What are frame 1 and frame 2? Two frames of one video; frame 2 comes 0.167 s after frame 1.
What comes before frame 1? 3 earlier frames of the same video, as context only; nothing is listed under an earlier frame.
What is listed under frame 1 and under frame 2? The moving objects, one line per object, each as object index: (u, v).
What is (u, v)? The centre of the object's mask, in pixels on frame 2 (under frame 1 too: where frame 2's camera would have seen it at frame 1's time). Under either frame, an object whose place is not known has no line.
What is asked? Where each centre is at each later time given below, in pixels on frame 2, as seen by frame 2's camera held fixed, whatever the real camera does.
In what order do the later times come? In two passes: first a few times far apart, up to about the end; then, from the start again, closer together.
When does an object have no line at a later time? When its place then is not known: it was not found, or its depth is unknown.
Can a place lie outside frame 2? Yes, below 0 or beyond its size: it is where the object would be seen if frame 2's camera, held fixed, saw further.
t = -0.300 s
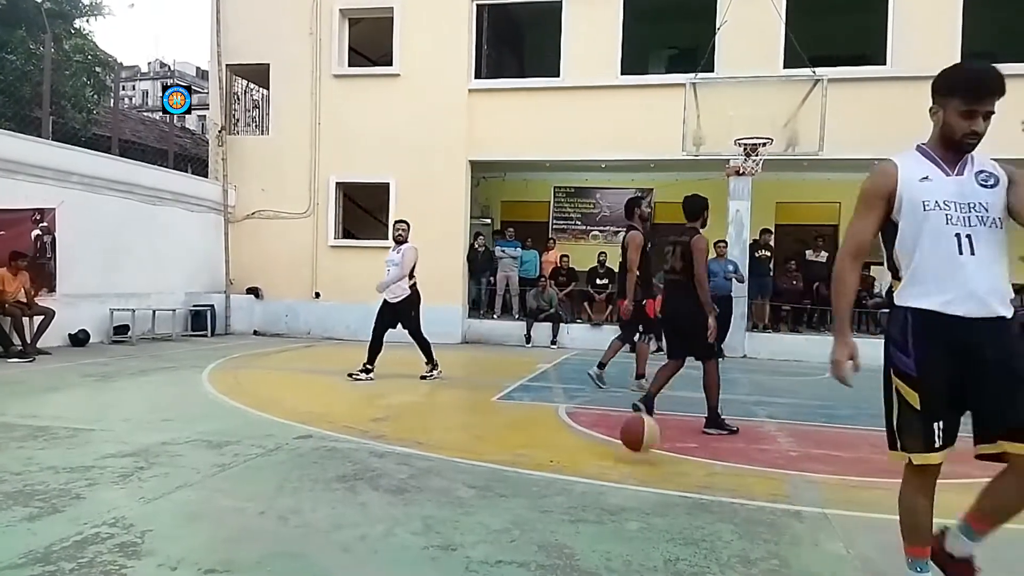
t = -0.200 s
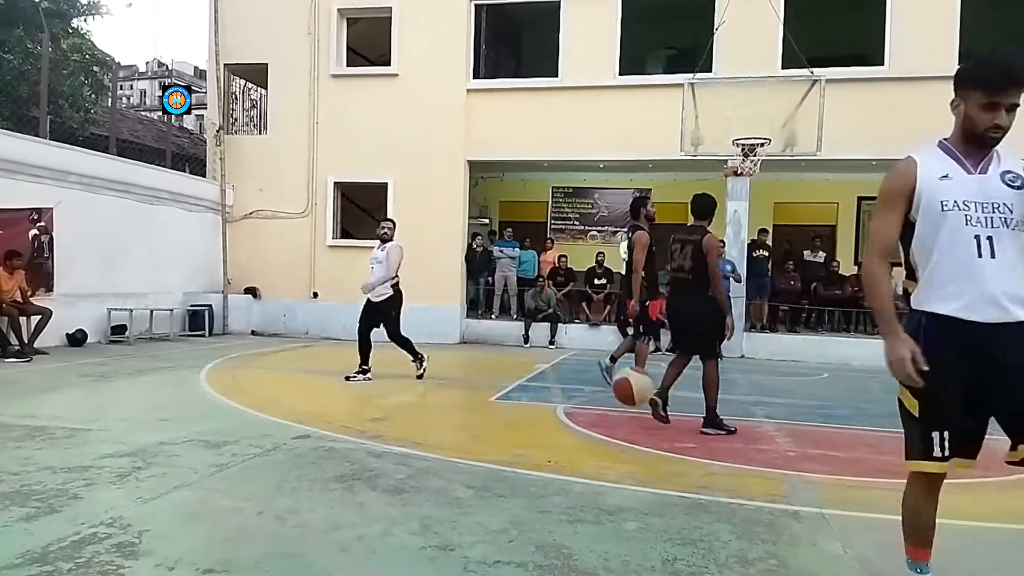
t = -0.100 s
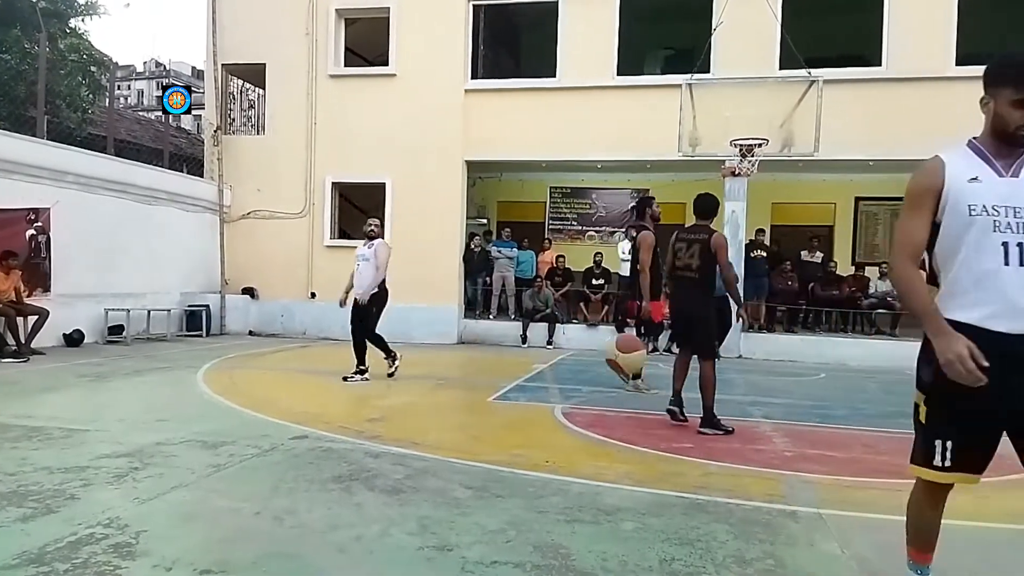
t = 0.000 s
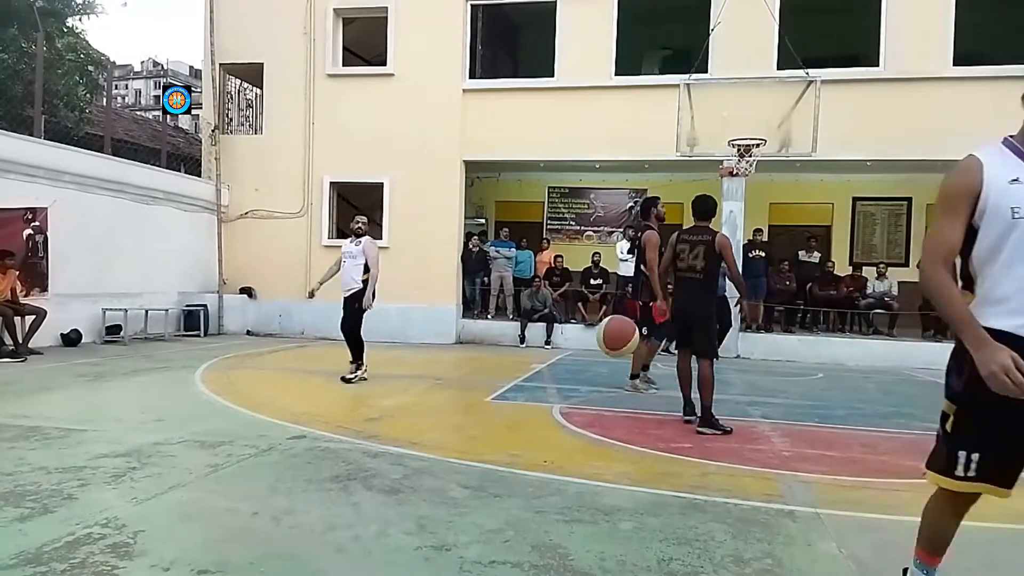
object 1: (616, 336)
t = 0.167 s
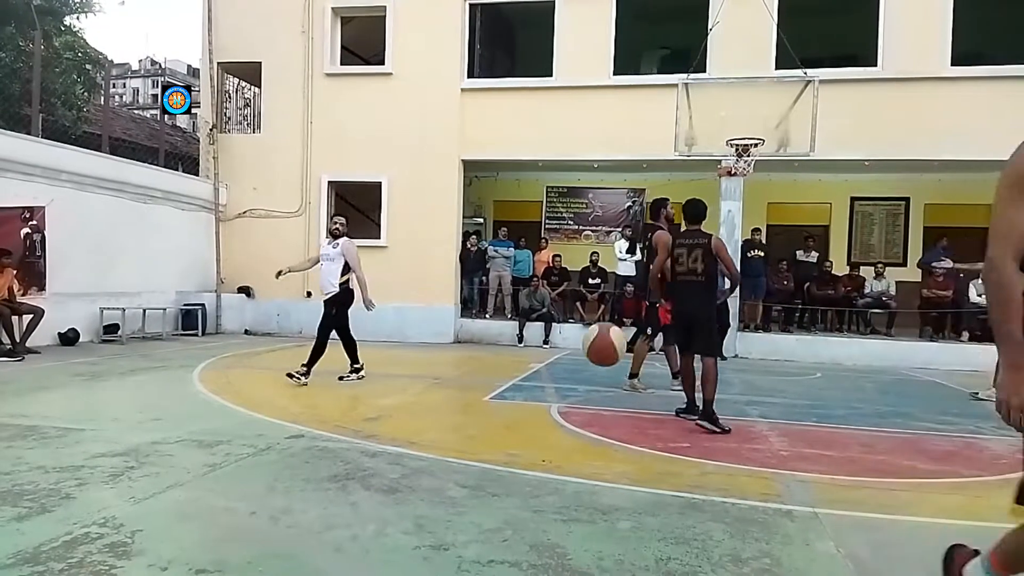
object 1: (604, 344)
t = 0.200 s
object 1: (602, 353)
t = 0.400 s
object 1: (584, 447)
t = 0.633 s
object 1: (567, 391)
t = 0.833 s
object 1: (549, 377)
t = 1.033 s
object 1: (525, 454)
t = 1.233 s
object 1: (502, 450)
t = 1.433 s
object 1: (477, 421)
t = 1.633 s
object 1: (445, 498)
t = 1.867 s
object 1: (407, 485)
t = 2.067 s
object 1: (372, 492)
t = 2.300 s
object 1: (317, 559)
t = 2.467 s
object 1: (271, 537)
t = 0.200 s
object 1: (602, 353)
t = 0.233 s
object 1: (600, 362)
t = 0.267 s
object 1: (596, 374)
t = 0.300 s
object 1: (594, 389)
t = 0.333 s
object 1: (591, 405)
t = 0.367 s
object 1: (587, 425)
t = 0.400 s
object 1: (584, 447)
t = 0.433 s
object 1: (581, 473)
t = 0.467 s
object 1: (579, 458)
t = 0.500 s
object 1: (577, 441)
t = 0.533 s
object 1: (573, 424)
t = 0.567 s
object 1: (571, 411)
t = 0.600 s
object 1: (569, 400)
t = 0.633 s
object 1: (567, 391)
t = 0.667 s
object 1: (563, 382)
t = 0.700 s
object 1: (561, 378)
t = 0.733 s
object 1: (558, 374)
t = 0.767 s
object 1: (555, 373)
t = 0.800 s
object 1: (551, 374)
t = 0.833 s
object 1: (549, 377)
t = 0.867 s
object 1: (545, 384)
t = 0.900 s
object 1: (541, 392)
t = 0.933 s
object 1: (538, 404)
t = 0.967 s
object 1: (534, 418)
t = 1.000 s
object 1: (529, 434)
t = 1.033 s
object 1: (525, 454)
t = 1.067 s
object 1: (521, 476)
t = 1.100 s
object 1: (516, 505)
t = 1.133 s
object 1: (512, 497)
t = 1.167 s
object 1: (509, 479)
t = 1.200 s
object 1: (506, 464)
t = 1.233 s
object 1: (502, 450)
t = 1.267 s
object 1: (499, 439)
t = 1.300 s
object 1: (495, 430)
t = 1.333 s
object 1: (491, 425)
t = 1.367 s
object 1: (486, 420)
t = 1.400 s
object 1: (482, 420)
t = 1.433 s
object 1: (477, 421)
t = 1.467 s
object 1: (472, 426)
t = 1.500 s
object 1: (467, 433)
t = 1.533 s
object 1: (461, 444)
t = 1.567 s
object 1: (455, 459)
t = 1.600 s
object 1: (451, 476)
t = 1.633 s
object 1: (445, 498)
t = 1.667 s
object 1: (439, 522)
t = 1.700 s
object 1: (432, 546)
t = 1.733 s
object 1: (426, 541)
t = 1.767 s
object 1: (422, 523)
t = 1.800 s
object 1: (417, 508)
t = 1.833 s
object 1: (412, 495)
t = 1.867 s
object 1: (407, 485)
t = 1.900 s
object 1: (401, 478)
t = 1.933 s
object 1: (396, 474)
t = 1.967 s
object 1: (390, 474)
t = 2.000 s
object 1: (384, 476)
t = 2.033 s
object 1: (378, 483)
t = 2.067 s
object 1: (372, 492)
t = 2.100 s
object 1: (365, 507)
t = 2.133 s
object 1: (355, 524)
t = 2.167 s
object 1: (347, 541)
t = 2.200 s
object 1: (340, 554)
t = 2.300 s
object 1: (317, 559)
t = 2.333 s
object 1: (308, 551)
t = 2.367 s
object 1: (299, 546)
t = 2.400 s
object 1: (289, 541)
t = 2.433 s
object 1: (280, 538)
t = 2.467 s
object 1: (271, 537)
